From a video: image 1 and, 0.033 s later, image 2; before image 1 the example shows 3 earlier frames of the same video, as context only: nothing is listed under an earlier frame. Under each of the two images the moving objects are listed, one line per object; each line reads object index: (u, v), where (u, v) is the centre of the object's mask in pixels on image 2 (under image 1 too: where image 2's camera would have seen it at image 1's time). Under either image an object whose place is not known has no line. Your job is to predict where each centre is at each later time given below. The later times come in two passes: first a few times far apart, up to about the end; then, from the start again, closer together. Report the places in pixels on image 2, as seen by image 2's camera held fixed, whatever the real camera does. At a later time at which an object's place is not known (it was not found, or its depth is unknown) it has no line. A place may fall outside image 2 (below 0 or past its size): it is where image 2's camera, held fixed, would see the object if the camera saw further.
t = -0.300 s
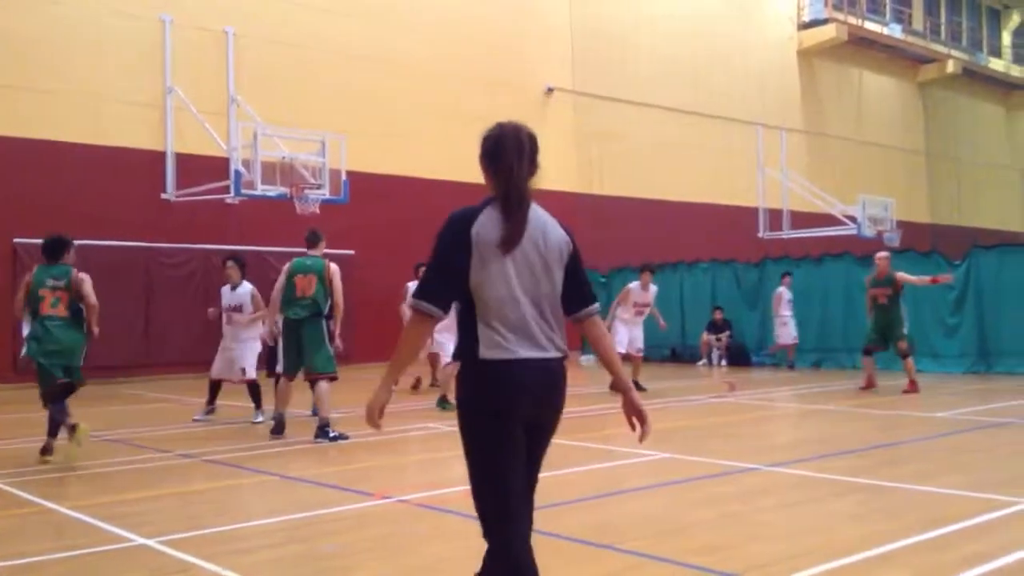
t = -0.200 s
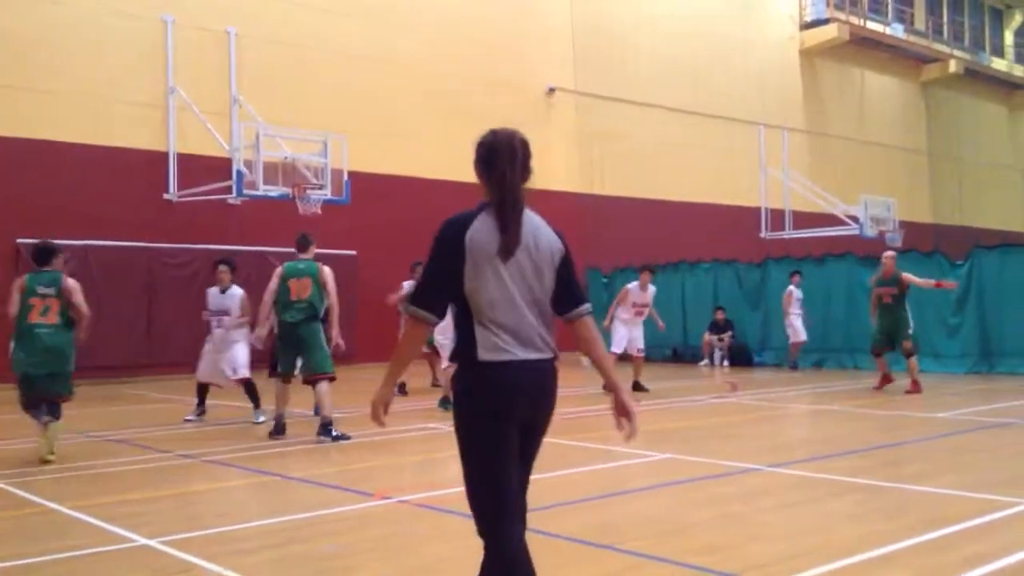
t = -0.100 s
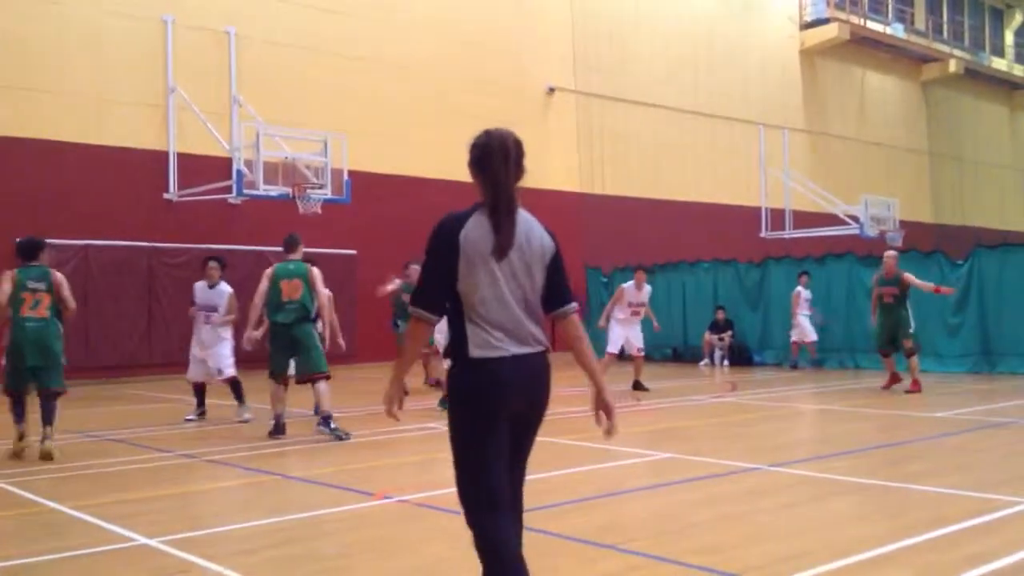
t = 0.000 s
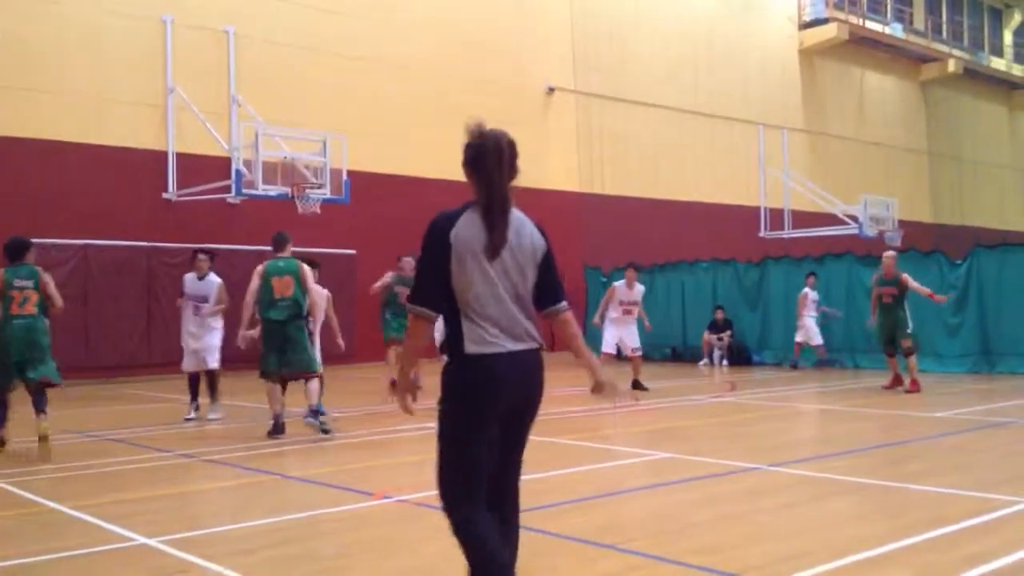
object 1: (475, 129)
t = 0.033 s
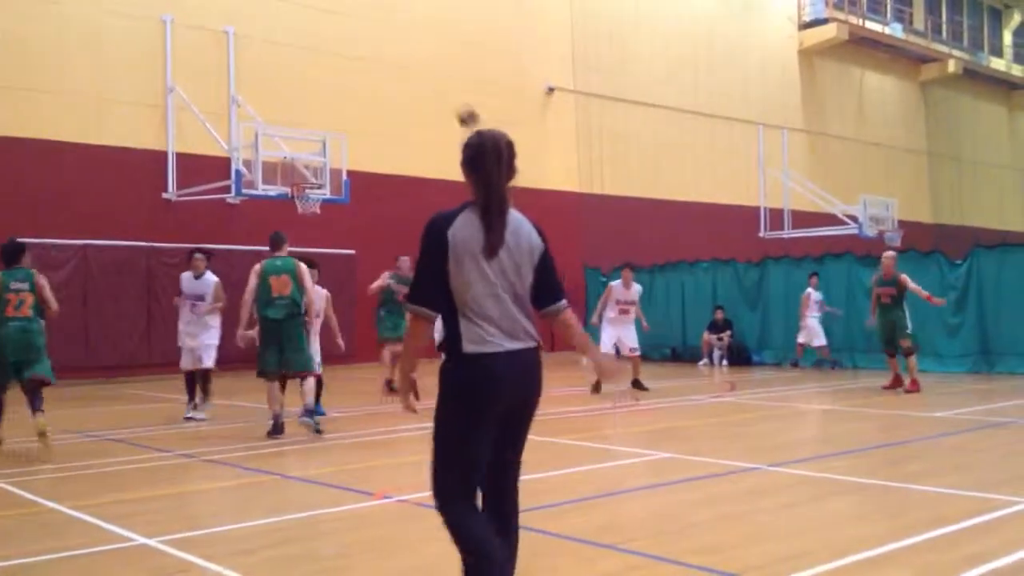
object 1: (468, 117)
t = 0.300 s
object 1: (411, 56)
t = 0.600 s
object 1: (362, 64)
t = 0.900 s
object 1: (324, 128)
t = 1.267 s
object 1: (338, 160)
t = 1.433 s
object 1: (365, 161)
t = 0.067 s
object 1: (460, 106)
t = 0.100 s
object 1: (452, 95)
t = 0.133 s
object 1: (444, 86)
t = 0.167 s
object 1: (437, 77)
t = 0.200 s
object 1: (430, 70)
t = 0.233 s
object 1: (423, 64)
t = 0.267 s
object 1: (417, 60)
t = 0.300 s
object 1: (411, 56)
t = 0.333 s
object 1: (405, 54)
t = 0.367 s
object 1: (399, 52)
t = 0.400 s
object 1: (393, 51)
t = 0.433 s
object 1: (388, 51)
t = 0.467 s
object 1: (382, 52)
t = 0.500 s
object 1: (377, 54)
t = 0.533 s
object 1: (372, 57)
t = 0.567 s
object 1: (367, 60)
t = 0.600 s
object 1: (362, 64)
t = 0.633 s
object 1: (357, 68)
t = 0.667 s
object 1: (353, 74)
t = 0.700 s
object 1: (349, 80)
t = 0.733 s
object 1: (344, 87)
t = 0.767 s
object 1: (340, 94)
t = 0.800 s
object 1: (336, 102)
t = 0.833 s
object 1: (332, 110)
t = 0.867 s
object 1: (328, 119)
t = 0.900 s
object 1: (324, 128)
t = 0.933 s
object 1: (320, 137)
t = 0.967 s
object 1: (318, 148)
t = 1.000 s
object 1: (313, 157)
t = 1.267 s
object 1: (338, 160)
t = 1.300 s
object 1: (343, 160)
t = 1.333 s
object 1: (349, 159)
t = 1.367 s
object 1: (354, 160)
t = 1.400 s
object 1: (359, 160)
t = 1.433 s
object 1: (365, 161)
